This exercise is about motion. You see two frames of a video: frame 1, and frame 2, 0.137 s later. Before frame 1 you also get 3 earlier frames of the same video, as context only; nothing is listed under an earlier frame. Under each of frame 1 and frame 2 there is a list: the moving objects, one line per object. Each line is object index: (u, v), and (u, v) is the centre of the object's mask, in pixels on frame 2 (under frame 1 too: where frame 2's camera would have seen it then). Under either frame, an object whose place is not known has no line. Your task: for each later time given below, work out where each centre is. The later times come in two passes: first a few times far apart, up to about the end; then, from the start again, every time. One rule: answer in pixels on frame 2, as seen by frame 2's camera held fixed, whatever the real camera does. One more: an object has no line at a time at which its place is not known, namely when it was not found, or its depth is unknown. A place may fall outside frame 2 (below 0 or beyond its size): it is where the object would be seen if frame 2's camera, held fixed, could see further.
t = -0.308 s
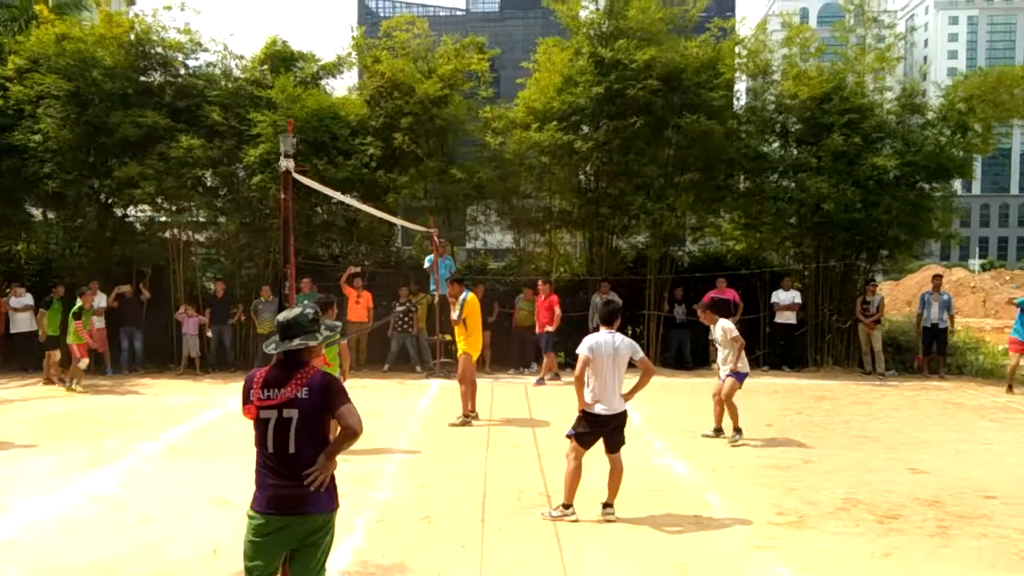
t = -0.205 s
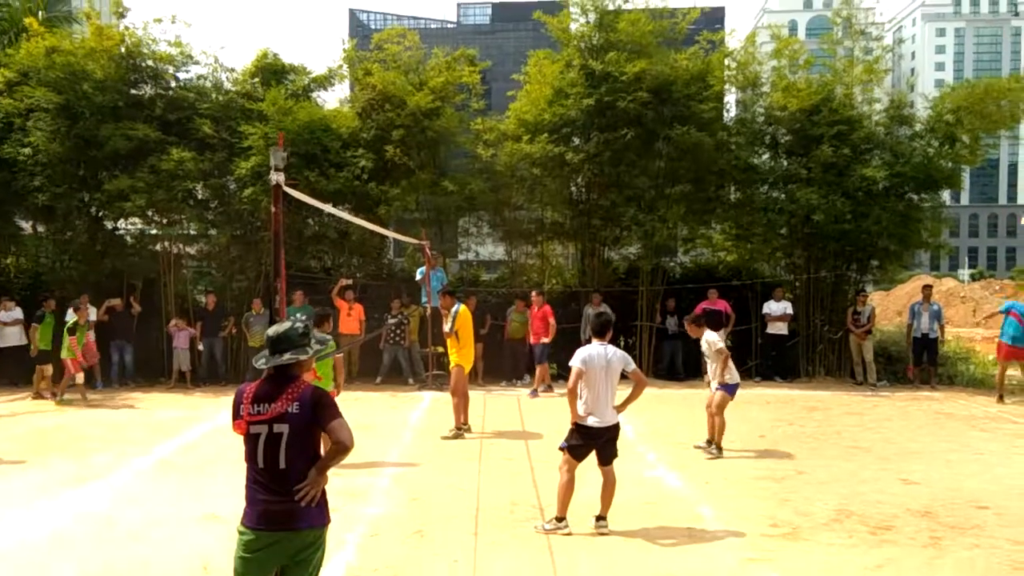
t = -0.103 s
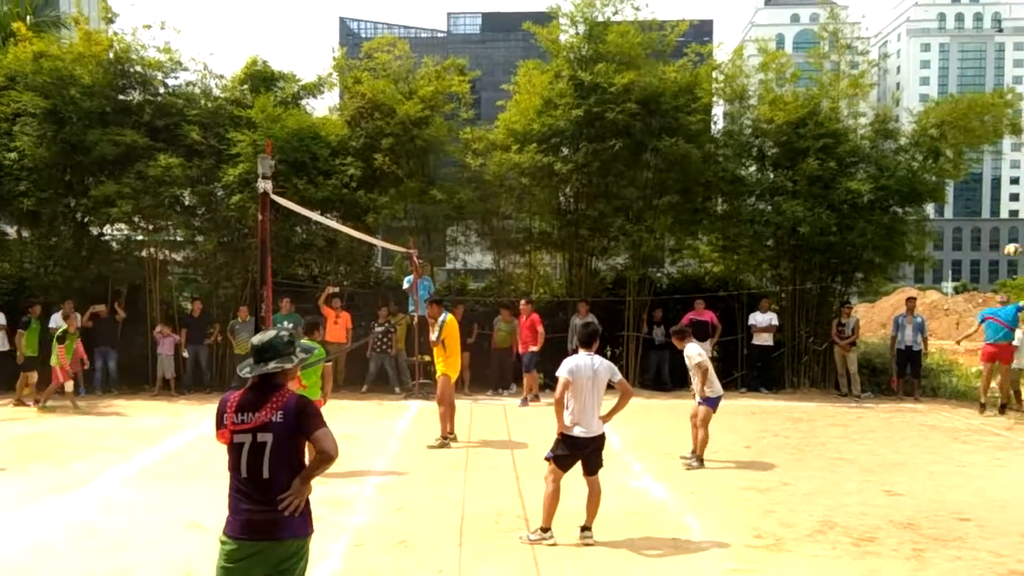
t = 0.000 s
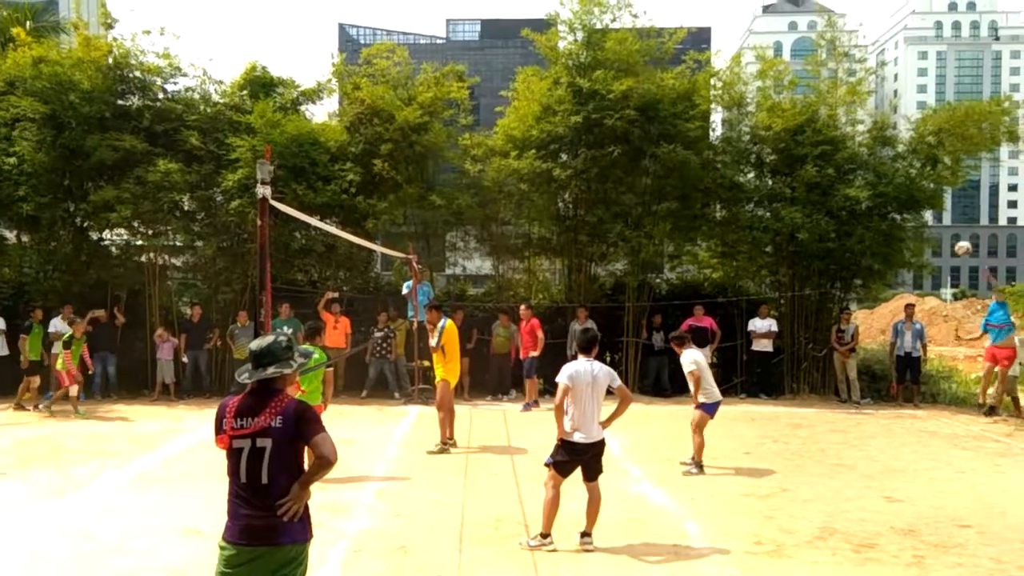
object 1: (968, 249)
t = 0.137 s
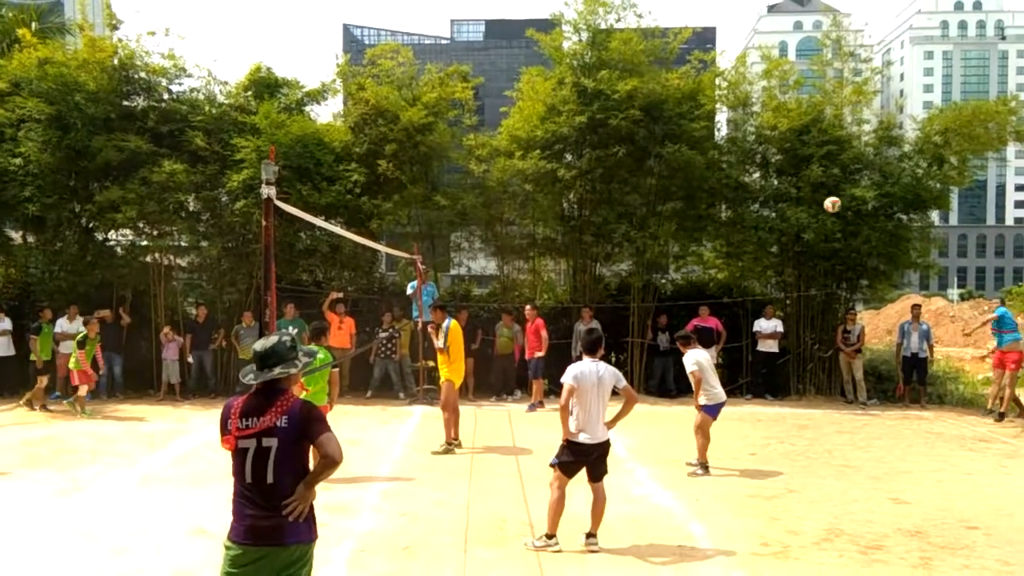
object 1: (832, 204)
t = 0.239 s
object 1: (722, 181)
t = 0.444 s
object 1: (487, 160)
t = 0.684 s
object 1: (191, 188)
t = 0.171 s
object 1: (795, 196)
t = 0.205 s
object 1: (759, 188)
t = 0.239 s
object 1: (722, 181)
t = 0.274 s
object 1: (684, 175)
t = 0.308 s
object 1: (646, 170)
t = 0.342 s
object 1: (608, 166)
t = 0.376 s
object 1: (569, 162)
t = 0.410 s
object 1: (528, 158)
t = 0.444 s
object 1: (487, 160)
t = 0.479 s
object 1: (447, 160)
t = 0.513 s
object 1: (406, 161)
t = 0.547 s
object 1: (364, 164)
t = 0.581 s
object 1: (322, 168)
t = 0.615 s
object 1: (285, 175)
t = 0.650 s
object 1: (235, 180)
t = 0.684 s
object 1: (191, 188)
